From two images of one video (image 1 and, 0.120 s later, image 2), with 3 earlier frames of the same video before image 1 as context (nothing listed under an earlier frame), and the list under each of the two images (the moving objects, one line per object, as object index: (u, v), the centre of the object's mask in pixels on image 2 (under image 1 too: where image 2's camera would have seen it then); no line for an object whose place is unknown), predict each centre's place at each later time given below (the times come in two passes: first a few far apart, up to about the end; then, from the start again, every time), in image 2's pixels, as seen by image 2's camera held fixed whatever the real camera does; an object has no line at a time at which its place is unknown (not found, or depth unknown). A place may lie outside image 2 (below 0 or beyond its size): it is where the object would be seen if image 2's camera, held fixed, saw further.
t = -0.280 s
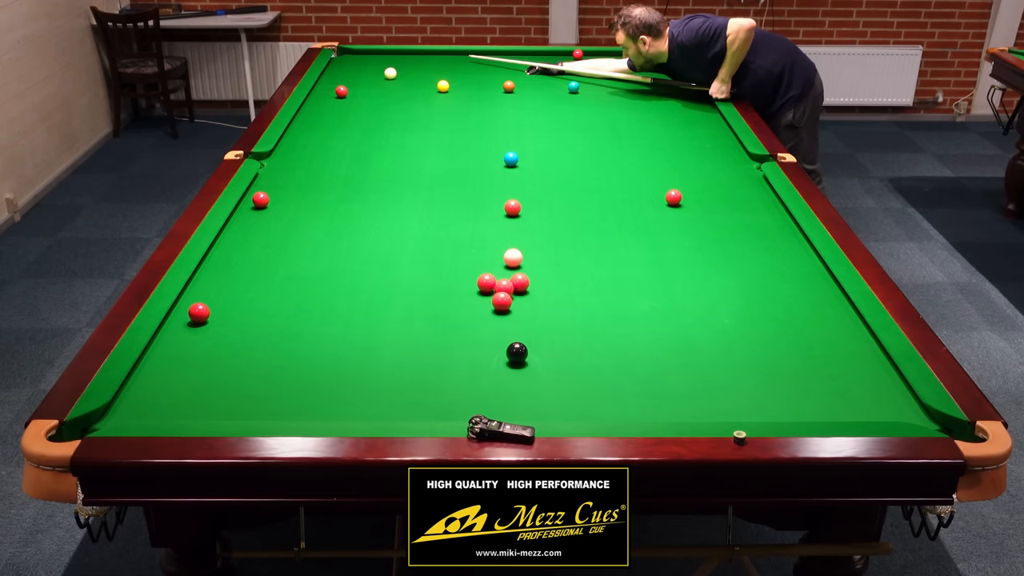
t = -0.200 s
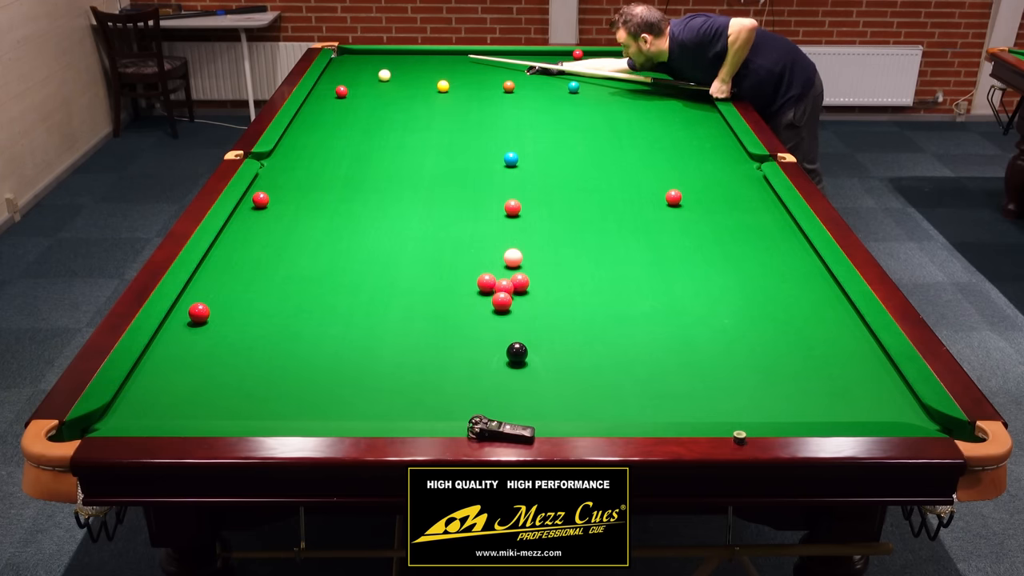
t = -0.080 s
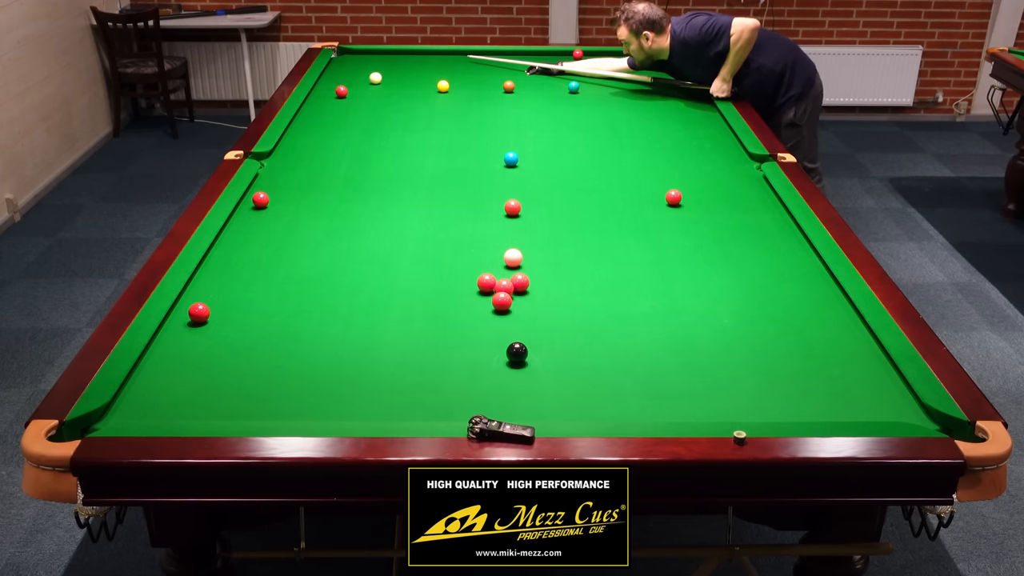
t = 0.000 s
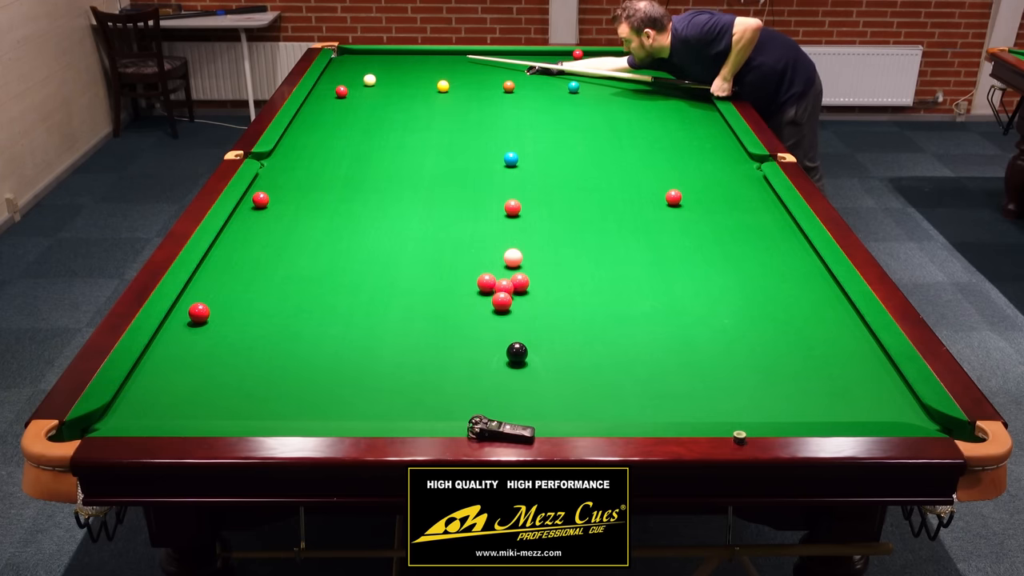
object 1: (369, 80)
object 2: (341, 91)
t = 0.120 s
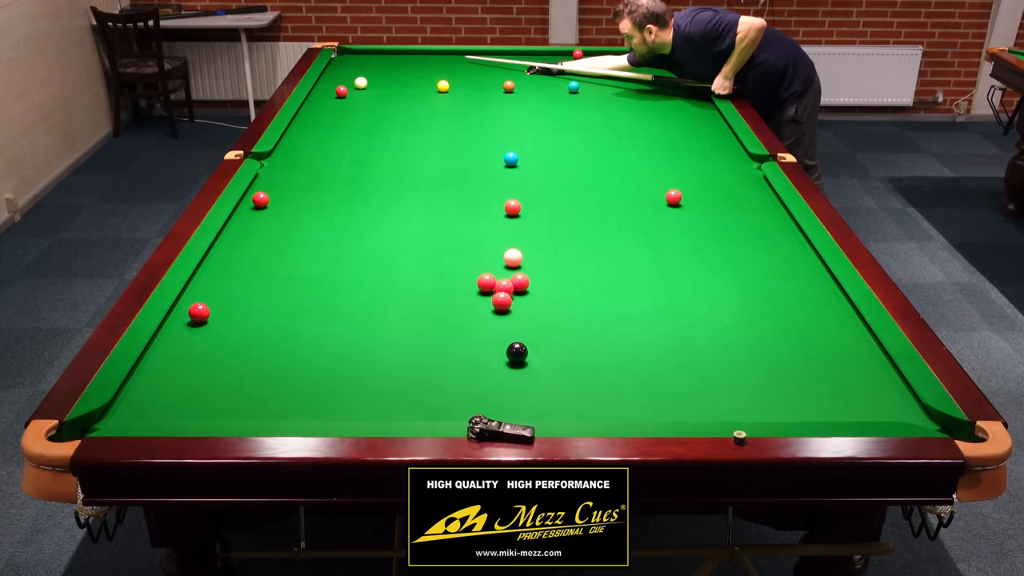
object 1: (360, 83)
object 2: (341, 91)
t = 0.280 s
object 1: (350, 86)
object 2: (341, 92)
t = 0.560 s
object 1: (331, 89)
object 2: (338, 95)
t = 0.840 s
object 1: (318, 91)
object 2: (334, 99)
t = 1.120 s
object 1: (320, 92)
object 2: (331, 103)
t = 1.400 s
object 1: (325, 93)
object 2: (327, 107)
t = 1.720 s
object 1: (330, 94)
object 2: (324, 111)
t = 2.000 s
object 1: (334, 94)
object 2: (322, 114)
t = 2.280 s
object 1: (336, 95)
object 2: (319, 116)
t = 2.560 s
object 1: (337, 95)
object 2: (317, 118)
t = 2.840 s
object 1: (337, 95)
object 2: (316, 120)
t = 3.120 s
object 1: (336, 95)
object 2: (315, 121)
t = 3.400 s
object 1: (336, 95)
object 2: (315, 122)
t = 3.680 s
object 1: (336, 95)
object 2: (315, 122)
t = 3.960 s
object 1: (336, 95)
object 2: (315, 122)
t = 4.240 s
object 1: (336, 95)
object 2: (315, 122)
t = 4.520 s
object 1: (336, 95)
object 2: (315, 122)
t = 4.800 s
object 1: (336, 95)
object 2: (315, 122)
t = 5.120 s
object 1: (336, 95)
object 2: (315, 122)
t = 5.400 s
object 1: (336, 95)
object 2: (315, 122)
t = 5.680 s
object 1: (336, 95)
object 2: (315, 122)
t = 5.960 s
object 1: (336, 95)
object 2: (315, 122)
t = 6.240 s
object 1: (336, 95)
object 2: (315, 122)
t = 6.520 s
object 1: (336, 95)
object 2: (315, 122)
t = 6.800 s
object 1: (336, 95)
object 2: (315, 122)
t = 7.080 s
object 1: (336, 95)
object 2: (315, 122)
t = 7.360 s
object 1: (336, 95)
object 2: (315, 122)
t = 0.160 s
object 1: (358, 84)
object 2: (341, 91)
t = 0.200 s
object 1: (355, 85)
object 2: (341, 91)
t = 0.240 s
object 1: (352, 86)
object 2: (341, 91)
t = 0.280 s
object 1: (350, 86)
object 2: (341, 92)
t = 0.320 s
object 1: (347, 86)
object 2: (341, 92)
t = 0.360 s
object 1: (344, 86)
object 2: (341, 92)
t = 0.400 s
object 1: (341, 86)
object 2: (340, 93)
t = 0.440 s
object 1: (338, 86)
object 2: (340, 94)
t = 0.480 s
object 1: (335, 87)
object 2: (339, 94)
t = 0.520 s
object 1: (333, 88)
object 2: (339, 95)
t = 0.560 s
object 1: (331, 89)
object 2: (338, 95)
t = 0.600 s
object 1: (329, 89)
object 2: (338, 96)
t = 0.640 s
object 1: (327, 90)
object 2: (337, 96)
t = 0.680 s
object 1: (325, 90)
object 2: (337, 97)
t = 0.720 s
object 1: (324, 90)
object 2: (336, 97)
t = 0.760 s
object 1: (321, 91)
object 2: (335, 98)
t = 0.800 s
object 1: (320, 91)
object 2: (335, 99)
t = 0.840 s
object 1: (318, 91)
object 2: (334, 99)
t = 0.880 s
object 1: (315, 91)
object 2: (334, 100)
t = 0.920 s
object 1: (315, 91)
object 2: (333, 100)
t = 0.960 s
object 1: (316, 92)
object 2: (333, 101)
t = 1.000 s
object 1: (317, 92)
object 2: (332, 101)
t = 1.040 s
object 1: (318, 92)
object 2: (332, 102)
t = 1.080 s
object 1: (319, 92)
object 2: (331, 103)
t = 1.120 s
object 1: (320, 92)
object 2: (331, 103)
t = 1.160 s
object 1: (321, 92)
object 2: (330, 104)
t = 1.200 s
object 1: (322, 92)
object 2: (330, 104)
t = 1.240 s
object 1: (322, 92)
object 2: (329, 105)
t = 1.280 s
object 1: (323, 92)
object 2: (329, 105)
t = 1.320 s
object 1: (324, 92)
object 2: (329, 106)
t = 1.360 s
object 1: (325, 93)
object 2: (328, 106)
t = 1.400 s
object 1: (325, 93)
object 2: (327, 107)
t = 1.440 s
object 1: (326, 93)
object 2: (327, 107)
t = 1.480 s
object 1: (327, 93)
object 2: (326, 108)
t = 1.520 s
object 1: (328, 93)
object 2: (326, 108)
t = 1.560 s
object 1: (328, 93)
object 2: (326, 109)
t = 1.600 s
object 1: (329, 93)
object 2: (325, 109)
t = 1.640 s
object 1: (329, 93)
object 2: (325, 109)
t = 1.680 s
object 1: (330, 94)
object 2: (324, 110)
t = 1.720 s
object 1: (330, 94)
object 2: (324, 111)
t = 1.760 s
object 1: (331, 94)
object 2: (324, 111)
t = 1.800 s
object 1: (331, 94)
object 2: (323, 111)
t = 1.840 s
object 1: (332, 94)
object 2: (323, 112)
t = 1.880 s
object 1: (332, 94)
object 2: (323, 112)
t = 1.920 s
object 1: (333, 94)
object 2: (322, 113)
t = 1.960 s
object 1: (333, 94)
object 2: (322, 113)
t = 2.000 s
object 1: (334, 94)
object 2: (322, 114)
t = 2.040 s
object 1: (334, 94)
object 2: (321, 114)
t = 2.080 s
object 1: (334, 94)
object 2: (321, 114)
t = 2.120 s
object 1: (334, 94)
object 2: (321, 115)
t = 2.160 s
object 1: (335, 94)
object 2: (320, 115)
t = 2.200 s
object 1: (335, 94)
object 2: (320, 115)
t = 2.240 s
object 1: (335, 94)
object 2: (320, 116)
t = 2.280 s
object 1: (336, 95)
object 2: (319, 116)
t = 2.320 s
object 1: (336, 95)
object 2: (319, 116)
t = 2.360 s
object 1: (336, 95)
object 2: (319, 116)
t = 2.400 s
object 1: (336, 95)
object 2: (318, 117)
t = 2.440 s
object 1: (336, 95)
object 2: (318, 117)
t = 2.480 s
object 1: (336, 95)
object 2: (318, 117)
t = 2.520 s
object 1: (337, 95)
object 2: (318, 118)
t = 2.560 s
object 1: (337, 95)
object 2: (317, 118)
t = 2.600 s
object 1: (337, 95)
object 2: (317, 118)
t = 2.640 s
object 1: (337, 95)
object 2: (317, 119)
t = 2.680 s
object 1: (337, 95)
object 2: (317, 119)
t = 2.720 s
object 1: (337, 95)
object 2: (317, 119)
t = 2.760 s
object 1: (337, 95)
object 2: (316, 119)
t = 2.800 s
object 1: (337, 95)
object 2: (316, 119)
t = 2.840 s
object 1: (337, 95)
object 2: (316, 120)
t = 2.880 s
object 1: (337, 95)
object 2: (316, 120)
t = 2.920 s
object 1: (336, 95)
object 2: (316, 120)
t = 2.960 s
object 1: (336, 95)
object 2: (316, 120)
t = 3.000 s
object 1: (336, 95)
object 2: (316, 120)
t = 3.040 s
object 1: (336, 95)
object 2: (315, 120)
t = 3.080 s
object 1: (336, 95)
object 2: (315, 121)
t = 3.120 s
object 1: (336, 95)
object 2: (315, 121)
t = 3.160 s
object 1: (336, 95)
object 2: (315, 121)
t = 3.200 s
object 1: (336, 95)
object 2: (315, 121)
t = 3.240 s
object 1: (336, 95)
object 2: (315, 121)
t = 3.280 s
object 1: (336, 95)
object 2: (315, 121)
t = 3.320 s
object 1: (336, 95)
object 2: (315, 121)
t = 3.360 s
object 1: (336, 95)
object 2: (315, 121)
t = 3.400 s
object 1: (336, 95)
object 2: (315, 122)
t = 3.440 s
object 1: (336, 95)
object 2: (315, 122)
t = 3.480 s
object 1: (336, 95)
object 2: (315, 122)
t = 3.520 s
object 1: (336, 95)
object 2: (315, 122)
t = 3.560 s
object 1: (336, 95)
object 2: (315, 122)
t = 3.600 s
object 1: (336, 95)
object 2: (315, 122)
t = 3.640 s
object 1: (336, 95)
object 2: (315, 122)
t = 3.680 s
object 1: (336, 95)
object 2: (315, 122)
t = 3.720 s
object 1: (336, 95)
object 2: (315, 122)
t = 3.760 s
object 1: (336, 95)
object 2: (315, 122)
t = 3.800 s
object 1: (336, 95)
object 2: (315, 122)
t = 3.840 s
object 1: (336, 95)
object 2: (315, 122)
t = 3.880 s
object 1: (336, 95)
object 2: (315, 122)
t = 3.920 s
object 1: (336, 95)
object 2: (315, 122)
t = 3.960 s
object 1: (336, 95)
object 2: (315, 122)
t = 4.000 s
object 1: (336, 95)
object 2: (315, 122)
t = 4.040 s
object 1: (336, 95)
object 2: (315, 122)
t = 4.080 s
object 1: (336, 95)
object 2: (315, 122)
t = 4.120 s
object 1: (336, 95)
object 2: (315, 122)
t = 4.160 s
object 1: (336, 95)
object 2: (315, 122)
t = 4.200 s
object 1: (336, 95)
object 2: (315, 122)
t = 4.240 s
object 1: (336, 95)
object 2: (315, 122)
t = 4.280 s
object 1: (336, 95)
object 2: (315, 122)
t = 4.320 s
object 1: (336, 95)
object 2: (315, 122)
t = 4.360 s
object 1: (336, 95)
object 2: (315, 122)
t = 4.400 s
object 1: (336, 95)
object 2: (315, 122)
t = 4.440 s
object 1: (336, 95)
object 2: (315, 122)
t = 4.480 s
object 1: (336, 95)
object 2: (315, 122)
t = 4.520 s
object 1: (336, 95)
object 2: (315, 122)
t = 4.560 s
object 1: (336, 95)
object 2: (315, 122)
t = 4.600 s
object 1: (336, 95)
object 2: (315, 122)
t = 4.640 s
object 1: (336, 95)
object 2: (315, 122)
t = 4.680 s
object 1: (336, 95)
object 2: (315, 122)
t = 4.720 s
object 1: (336, 95)
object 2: (315, 122)
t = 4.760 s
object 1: (336, 95)
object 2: (315, 122)
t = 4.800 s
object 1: (336, 95)
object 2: (315, 122)
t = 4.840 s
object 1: (336, 95)
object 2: (315, 122)
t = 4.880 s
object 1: (336, 95)
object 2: (315, 122)
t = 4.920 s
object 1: (336, 95)
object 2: (315, 122)
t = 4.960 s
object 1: (336, 95)
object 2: (315, 122)
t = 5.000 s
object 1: (336, 95)
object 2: (315, 122)
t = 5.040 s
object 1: (336, 95)
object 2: (315, 122)
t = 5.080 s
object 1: (336, 95)
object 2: (315, 122)
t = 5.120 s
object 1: (336, 95)
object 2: (315, 122)
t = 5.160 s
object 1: (336, 95)
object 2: (315, 122)
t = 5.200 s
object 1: (336, 95)
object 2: (315, 122)
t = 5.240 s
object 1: (336, 95)
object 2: (315, 122)
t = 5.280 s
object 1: (336, 95)
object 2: (315, 122)
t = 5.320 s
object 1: (336, 95)
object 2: (315, 122)
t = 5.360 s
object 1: (336, 95)
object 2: (315, 122)
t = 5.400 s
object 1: (336, 95)
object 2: (315, 122)
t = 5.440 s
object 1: (336, 95)
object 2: (315, 122)
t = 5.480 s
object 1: (336, 95)
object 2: (315, 122)
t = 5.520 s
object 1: (336, 95)
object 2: (315, 122)
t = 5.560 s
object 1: (336, 95)
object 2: (315, 122)
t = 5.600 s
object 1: (336, 95)
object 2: (315, 122)
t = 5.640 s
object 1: (336, 95)
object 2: (315, 122)
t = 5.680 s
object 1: (336, 95)
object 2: (315, 122)
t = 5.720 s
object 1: (336, 95)
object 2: (315, 122)
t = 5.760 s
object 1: (336, 95)
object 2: (315, 122)
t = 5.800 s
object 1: (336, 95)
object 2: (315, 122)
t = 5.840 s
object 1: (336, 95)
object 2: (315, 122)
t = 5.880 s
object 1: (336, 95)
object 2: (315, 122)
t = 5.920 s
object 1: (336, 95)
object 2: (315, 122)
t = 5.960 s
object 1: (336, 95)
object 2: (315, 122)
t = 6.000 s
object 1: (336, 95)
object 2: (315, 122)
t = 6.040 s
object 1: (336, 95)
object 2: (315, 122)
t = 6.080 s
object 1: (336, 95)
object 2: (315, 122)
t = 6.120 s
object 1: (336, 95)
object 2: (315, 122)
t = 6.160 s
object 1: (336, 95)
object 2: (315, 122)
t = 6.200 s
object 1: (336, 95)
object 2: (315, 122)
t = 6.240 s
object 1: (336, 95)
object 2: (315, 122)
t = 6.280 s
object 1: (336, 95)
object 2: (315, 122)
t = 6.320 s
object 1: (336, 95)
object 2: (315, 122)
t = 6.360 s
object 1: (336, 95)
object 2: (315, 122)
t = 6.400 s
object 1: (336, 95)
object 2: (315, 122)
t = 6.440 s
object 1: (336, 95)
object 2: (315, 122)
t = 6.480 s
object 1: (336, 95)
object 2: (315, 122)
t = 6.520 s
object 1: (336, 95)
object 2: (315, 122)
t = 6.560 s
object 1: (336, 95)
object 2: (315, 122)
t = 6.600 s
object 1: (336, 95)
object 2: (315, 122)
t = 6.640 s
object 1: (336, 95)
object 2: (315, 122)
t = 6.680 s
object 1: (336, 95)
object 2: (315, 122)
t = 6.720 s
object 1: (336, 95)
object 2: (315, 122)
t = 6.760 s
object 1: (336, 95)
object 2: (315, 122)
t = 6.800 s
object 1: (336, 95)
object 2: (315, 122)
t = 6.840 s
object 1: (336, 95)
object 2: (315, 122)
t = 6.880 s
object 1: (336, 95)
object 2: (315, 122)
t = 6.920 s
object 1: (336, 95)
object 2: (315, 122)
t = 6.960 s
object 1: (336, 95)
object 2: (315, 122)
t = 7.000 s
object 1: (336, 95)
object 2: (315, 122)
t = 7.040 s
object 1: (336, 95)
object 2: (315, 122)
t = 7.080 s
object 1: (336, 95)
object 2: (315, 122)
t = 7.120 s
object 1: (336, 95)
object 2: (315, 122)
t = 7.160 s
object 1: (336, 95)
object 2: (315, 122)
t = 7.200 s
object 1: (336, 95)
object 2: (315, 122)
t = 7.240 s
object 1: (336, 95)
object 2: (315, 122)
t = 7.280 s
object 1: (336, 95)
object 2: (315, 122)
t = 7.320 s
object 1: (336, 94)
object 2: (315, 122)
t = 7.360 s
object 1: (336, 95)
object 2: (315, 122)
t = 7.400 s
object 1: (336, 95)
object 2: (315, 122)
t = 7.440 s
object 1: (336, 95)
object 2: (315, 122)
